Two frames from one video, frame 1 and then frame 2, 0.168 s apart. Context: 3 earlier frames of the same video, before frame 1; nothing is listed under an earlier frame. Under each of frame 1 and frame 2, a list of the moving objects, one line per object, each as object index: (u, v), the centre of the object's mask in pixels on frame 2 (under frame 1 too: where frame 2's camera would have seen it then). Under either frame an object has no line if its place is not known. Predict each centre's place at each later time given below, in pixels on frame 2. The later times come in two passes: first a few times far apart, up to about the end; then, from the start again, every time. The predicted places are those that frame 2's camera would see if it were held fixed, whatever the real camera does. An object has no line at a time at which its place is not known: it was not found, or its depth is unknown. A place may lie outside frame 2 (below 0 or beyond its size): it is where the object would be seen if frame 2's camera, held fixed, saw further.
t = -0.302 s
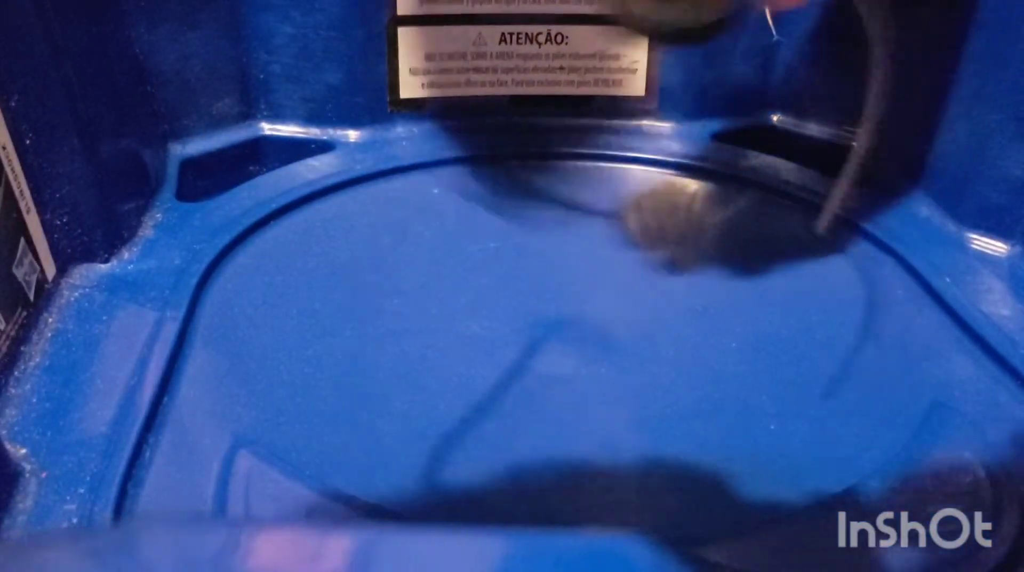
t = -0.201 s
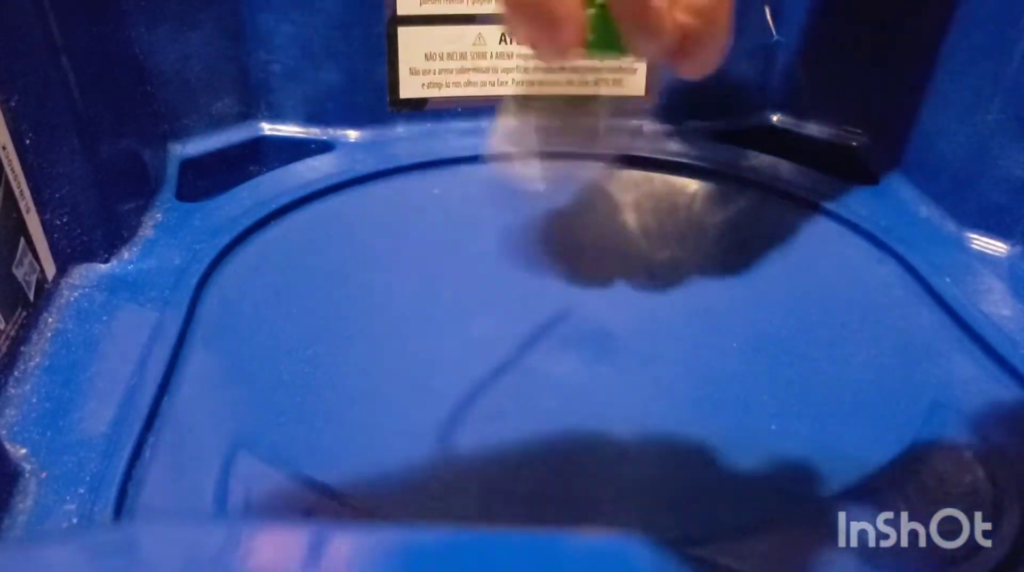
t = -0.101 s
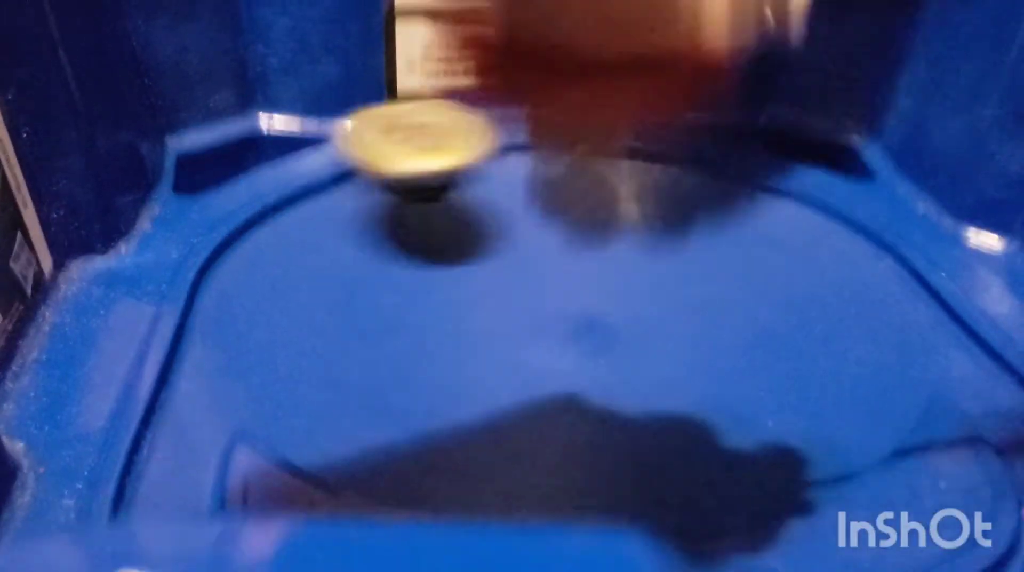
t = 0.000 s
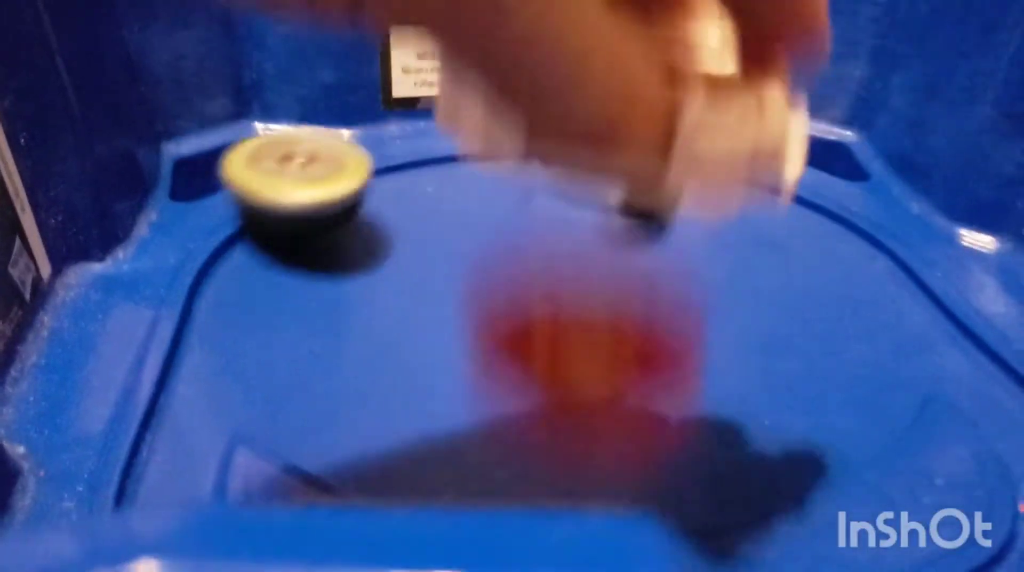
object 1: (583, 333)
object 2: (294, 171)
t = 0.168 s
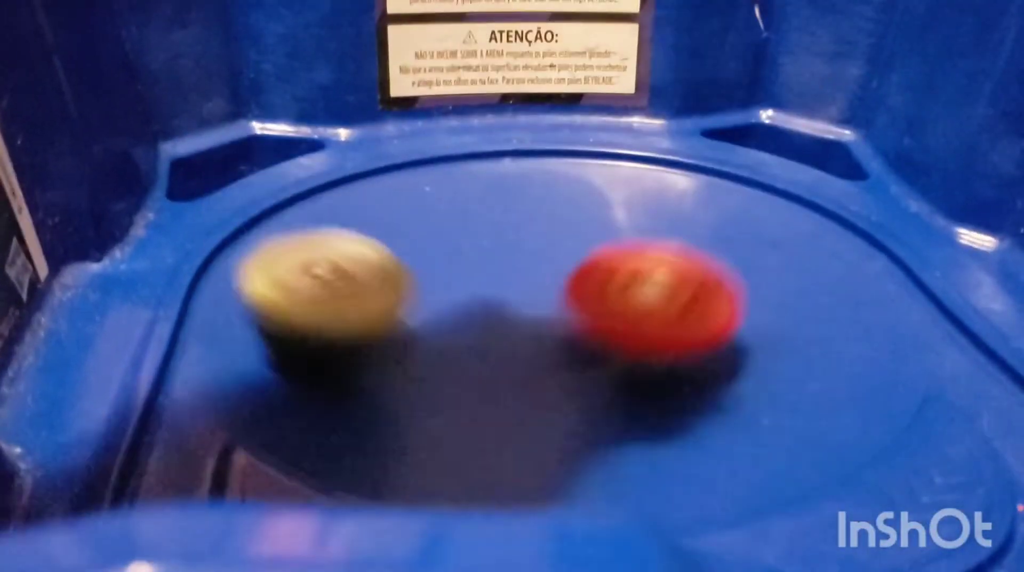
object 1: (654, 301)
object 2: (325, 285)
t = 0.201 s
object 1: (672, 275)
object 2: (373, 317)
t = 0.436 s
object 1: (552, 122)
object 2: (847, 349)
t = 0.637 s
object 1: (307, 185)
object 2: (895, 190)
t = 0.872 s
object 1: (524, 382)
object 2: (574, 104)
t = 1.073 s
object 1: (889, 282)
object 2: (276, 190)
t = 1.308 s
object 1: (673, 128)
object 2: (466, 431)
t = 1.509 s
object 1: (391, 172)
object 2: (908, 326)
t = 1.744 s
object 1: (392, 380)
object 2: (654, 117)
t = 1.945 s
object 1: (821, 398)
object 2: (295, 181)
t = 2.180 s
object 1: (822, 199)
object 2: (445, 427)
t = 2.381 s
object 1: (536, 146)
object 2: (878, 311)
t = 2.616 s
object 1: (257, 230)
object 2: (582, 128)
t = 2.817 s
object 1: (357, 392)
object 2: (283, 183)
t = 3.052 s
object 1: (766, 353)
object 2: (497, 417)
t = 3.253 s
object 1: (741, 200)
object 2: (880, 322)
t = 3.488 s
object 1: (478, 128)
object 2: (752, 165)
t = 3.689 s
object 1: (284, 198)
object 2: (460, 167)
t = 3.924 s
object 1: (369, 396)
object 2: (355, 272)
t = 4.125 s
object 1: (767, 414)
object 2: (561, 353)
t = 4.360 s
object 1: (903, 240)
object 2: (717, 272)
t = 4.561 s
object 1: (723, 147)
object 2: (560, 203)
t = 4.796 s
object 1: (444, 157)
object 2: (344, 238)
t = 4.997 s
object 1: (285, 247)
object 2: (386, 334)
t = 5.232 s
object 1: (402, 405)
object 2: (682, 337)
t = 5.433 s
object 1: (731, 397)
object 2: (686, 228)
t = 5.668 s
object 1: (789, 249)
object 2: (468, 189)
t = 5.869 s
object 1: (631, 163)
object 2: (355, 274)
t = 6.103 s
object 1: (401, 154)
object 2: (606, 361)
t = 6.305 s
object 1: (298, 243)
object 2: (736, 262)
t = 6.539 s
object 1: (476, 367)
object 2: (577, 190)
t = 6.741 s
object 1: (737, 346)
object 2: (456, 232)
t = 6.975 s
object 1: (793, 221)
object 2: (486, 295)
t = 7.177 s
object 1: (643, 163)
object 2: (541, 305)
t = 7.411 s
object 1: (441, 194)
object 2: (579, 307)
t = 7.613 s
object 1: (367, 284)
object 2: (601, 306)
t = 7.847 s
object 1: (530, 387)
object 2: (619, 295)
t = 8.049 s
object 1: (745, 362)
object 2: (629, 278)
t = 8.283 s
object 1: (769, 261)
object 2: (595, 241)
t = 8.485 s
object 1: (658, 219)
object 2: (497, 216)
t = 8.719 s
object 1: (603, 252)
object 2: (384, 229)
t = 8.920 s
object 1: (657, 307)
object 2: (428, 274)
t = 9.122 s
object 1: (703, 300)
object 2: (508, 277)
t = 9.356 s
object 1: (671, 304)
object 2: (497, 206)
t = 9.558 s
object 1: (721, 325)
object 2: (499, 196)
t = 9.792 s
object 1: (650, 306)
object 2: (523, 230)
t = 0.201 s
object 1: (672, 275)
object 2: (373, 317)
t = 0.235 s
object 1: (680, 250)
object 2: (430, 346)
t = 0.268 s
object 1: (679, 224)
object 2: (496, 368)
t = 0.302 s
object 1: (669, 198)
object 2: (570, 379)
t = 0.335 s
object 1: (649, 174)
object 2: (647, 383)
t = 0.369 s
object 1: (623, 153)
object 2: (717, 379)
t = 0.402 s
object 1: (588, 134)
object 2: (787, 367)
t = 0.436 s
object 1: (552, 122)
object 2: (847, 349)
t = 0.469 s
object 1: (510, 122)
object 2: (894, 325)
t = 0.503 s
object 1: (469, 128)
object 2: (925, 298)
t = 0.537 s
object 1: (423, 133)
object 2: (940, 264)
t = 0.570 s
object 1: (378, 143)
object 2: (933, 226)
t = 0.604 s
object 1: (339, 159)
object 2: (917, 212)
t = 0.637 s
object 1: (307, 185)
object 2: (895, 190)
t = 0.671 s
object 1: (292, 210)
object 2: (864, 172)
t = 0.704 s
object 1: (290, 244)
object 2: (823, 154)
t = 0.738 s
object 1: (305, 280)
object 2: (781, 136)
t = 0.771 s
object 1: (337, 315)
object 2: (733, 123)
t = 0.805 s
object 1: (385, 344)
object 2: (684, 113)
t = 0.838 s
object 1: (449, 367)
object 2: (632, 108)
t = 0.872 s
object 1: (524, 382)
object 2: (574, 104)
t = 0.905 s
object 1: (603, 387)
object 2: (515, 105)
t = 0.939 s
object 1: (682, 381)
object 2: (459, 108)
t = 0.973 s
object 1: (755, 366)
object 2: (404, 114)
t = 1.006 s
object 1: (815, 344)
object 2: (356, 130)
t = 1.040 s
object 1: (860, 314)
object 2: (313, 156)
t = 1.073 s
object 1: (889, 282)
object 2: (276, 190)
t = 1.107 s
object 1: (902, 246)
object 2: (249, 226)
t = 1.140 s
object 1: (885, 216)
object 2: (233, 266)
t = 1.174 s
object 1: (846, 195)
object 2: (236, 311)
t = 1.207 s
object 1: (805, 173)
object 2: (262, 351)
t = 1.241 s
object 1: (765, 151)
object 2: (314, 378)
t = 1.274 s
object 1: (721, 137)
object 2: (382, 413)
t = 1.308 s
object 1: (673, 128)
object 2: (466, 431)
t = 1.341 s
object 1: (623, 124)
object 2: (562, 439)
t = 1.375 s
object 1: (571, 125)
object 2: (661, 437)
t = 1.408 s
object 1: (517, 129)
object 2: (750, 423)
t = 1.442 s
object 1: (472, 138)
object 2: (825, 396)
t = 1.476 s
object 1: (429, 153)
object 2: (880, 362)
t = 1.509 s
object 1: (391, 172)
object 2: (908, 326)
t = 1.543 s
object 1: (360, 194)
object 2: (918, 289)
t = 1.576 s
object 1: (336, 221)
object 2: (909, 245)
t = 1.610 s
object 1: (320, 250)
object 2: (865, 215)
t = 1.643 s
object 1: (316, 283)
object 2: (815, 187)
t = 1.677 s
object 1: (326, 318)
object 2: (764, 162)
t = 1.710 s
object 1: (351, 349)
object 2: (708, 136)
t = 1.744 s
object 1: (392, 380)
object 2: (654, 117)
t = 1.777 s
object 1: (449, 407)
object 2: (594, 107)
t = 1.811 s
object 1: (520, 424)
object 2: (527, 106)
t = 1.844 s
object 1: (601, 433)
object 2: (464, 115)
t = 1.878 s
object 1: (687, 435)
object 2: (404, 129)
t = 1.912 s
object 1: (761, 421)
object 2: (349, 152)
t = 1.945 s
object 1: (821, 398)
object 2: (295, 181)
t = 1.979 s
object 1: (868, 369)
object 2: (253, 207)
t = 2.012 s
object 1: (895, 339)
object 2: (228, 246)
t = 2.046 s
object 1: (907, 305)
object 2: (230, 290)
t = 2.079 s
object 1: (902, 275)
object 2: (249, 336)
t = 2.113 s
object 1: (885, 245)
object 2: (294, 363)
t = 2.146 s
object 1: (858, 220)
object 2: (358, 400)
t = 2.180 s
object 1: (822, 199)
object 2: (445, 427)
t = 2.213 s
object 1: (781, 181)
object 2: (542, 436)
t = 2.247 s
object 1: (737, 167)
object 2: (649, 434)
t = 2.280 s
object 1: (692, 158)
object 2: (740, 420)
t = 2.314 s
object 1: (638, 151)
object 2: (816, 390)
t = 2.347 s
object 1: (586, 146)
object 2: (861, 357)
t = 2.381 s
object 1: (536, 146)
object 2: (878, 311)
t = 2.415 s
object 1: (490, 149)
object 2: (878, 270)
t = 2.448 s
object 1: (444, 155)
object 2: (867, 225)
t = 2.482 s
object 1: (400, 163)
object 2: (840, 189)
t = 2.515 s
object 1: (356, 175)
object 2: (775, 170)
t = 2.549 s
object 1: (317, 190)
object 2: (709, 159)
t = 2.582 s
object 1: (284, 207)
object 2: (643, 144)
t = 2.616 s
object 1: (257, 230)
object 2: (582, 128)
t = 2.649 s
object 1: (240, 256)
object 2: (524, 119)
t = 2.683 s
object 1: (233, 286)
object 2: (470, 111)
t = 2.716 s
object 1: (237, 319)
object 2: (411, 118)
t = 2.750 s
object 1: (256, 348)
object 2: (365, 127)
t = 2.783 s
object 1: (301, 364)
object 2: (319, 149)
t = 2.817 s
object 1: (357, 392)
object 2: (283, 183)
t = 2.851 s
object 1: (424, 407)
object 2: (265, 219)
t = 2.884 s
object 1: (494, 416)
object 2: (258, 262)
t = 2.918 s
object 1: (566, 417)
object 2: (265, 304)
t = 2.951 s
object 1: (633, 410)
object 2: (287, 344)
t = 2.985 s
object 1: (689, 396)
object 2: (327, 381)
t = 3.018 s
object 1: (734, 376)
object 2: (406, 404)
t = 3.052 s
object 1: (766, 353)
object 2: (497, 417)
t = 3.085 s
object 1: (788, 325)
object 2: (590, 420)
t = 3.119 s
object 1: (798, 297)
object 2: (677, 413)
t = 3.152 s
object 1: (795, 268)
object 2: (750, 398)
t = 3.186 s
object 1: (783, 244)
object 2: (810, 376)
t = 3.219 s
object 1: (766, 221)
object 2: (854, 350)
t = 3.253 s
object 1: (741, 200)
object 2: (880, 322)
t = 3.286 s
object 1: (712, 181)
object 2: (895, 294)
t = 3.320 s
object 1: (679, 164)
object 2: (898, 261)
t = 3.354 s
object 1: (641, 151)
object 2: (891, 233)
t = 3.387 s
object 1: (600, 138)
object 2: (869, 211)
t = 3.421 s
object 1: (557, 131)
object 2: (834, 193)
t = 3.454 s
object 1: (518, 128)
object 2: (793, 178)
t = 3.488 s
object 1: (478, 128)
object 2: (752, 165)
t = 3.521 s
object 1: (438, 130)
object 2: (706, 156)
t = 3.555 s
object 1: (399, 136)
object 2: (656, 151)
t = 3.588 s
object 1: (364, 146)
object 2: (605, 150)
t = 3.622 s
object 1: (331, 159)
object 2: (554, 152)
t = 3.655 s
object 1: (304, 178)
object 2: (506, 158)
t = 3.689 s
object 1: (284, 198)
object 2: (460, 167)
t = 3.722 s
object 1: (273, 223)
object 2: (418, 179)
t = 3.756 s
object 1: (269, 252)
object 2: (385, 191)
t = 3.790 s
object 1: (262, 283)
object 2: (363, 204)
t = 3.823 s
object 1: (268, 313)
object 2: (349, 219)
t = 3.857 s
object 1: (287, 343)
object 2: (343, 236)
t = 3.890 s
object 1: (322, 371)
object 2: (345, 254)
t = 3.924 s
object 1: (369, 396)
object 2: (355, 272)
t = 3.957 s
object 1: (423, 415)
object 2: (373, 291)
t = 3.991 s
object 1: (491, 428)
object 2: (399, 307)
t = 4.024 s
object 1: (561, 434)
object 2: (431, 323)
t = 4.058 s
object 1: (637, 435)
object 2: (471, 334)
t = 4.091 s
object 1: (704, 429)
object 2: (514, 345)
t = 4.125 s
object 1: (767, 414)
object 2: (561, 353)
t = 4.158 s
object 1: (819, 398)
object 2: (611, 358)
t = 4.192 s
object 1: (867, 372)
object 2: (654, 355)
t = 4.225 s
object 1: (894, 349)
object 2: (682, 343)
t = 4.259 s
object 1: (905, 320)
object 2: (704, 328)
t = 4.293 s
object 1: (911, 292)
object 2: (718, 310)
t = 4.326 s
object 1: (912, 265)
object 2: (722, 291)
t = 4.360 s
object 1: (903, 240)
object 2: (717, 272)
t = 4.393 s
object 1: (885, 218)
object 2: (704, 254)
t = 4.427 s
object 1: (862, 198)
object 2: (684, 239)
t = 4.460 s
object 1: (833, 181)
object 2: (658, 226)
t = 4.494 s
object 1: (798, 166)
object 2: (628, 215)
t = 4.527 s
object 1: (761, 155)
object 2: (595, 207)
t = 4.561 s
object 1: (723, 147)
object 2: (560, 203)
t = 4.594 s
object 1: (683, 140)
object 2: (523, 200)
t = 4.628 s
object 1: (641, 136)
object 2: (488, 200)
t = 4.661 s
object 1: (599, 135)
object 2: (452, 203)
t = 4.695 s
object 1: (555, 137)
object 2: (419, 209)
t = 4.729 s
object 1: (518, 141)
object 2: (390, 216)
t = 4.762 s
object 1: (481, 147)
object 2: (364, 226)
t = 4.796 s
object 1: (444, 157)
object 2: (344, 238)
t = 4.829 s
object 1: (410, 167)
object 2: (330, 251)
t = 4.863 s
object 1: (381, 178)
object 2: (324, 265)
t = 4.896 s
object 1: (351, 190)
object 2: (327, 281)
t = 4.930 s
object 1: (323, 207)
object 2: (338, 298)
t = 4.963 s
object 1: (301, 225)
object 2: (358, 316)
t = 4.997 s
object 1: (285, 247)
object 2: (386, 334)
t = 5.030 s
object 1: (276, 271)
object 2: (422, 350)
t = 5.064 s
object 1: (274, 295)
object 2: (469, 361)
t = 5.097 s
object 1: (279, 318)
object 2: (519, 366)
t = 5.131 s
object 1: (294, 343)
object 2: (567, 366)
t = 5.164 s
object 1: (320, 368)
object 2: (613, 361)
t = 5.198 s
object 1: (354, 388)
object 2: (653, 349)
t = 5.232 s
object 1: (402, 405)
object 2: (682, 337)
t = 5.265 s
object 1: (455, 417)
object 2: (703, 316)
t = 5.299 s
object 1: (515, 426)
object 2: (714, 301)
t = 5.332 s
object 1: (578, 427)
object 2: (717, 281)
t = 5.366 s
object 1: (635, 422)
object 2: (714, 261)
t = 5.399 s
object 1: (687, 412)
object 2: (703, 242)
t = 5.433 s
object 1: (731, 397)
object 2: (686, 228)
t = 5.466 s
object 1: (765, 380)
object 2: (663, 215)
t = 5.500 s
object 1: (790, 359)
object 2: (636, 204)
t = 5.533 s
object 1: (805, 337)
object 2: (606, 196)
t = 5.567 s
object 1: (813, 313)
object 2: (571, 190)
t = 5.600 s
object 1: (812, 290)
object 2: (535, 188)
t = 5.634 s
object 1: (803, 269)
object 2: (501, 186)
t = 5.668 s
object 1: (789, 249)
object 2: (468, 189)
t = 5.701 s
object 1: (770, 229)
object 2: (436, 194)
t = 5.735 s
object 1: (749, 213)
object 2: (407, 203)
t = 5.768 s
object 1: (723, 197)
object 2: (383, 216)
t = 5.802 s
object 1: (694, 184)
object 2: (365, 232)
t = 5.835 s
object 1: (662, 172)
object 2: (356, 251)
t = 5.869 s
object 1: (631, 163)
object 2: (355, 274)
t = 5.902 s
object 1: (595, 153)
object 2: (365, 296)
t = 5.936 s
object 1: (560, 147)
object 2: (386, 315)
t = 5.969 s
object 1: (527, 143)
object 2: (417, 337)
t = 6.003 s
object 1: (495, 143)
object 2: (460, 353)
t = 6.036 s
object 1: (462, 144)
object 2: (509, 362)
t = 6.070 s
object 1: (430, 148)
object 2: (559, 364)
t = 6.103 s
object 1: (401, 154)
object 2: (606, 361)
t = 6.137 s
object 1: (373, 163)
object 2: (650, 350)
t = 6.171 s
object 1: (347, 175)
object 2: (685, 339)
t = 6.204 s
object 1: (326, 189)
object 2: (712, 320)
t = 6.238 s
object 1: (311, 204)
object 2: (729, 302)
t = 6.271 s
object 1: (301, 222)
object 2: (736, 282)
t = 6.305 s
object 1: (298, 243)
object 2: (736, 262)
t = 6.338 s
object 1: (301, 264)
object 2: (728, 247)
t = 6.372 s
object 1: (312, 286)
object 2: (714, 229)
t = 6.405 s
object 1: (331, 306)
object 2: (692, 215)
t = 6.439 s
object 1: (358, 326)
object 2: (667, 204)
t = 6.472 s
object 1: (391, 343)
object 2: (637, 195)
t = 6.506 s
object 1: (432, 358)
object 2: (609, 191)
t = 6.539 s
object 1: (476, 367)
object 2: (577, 190)
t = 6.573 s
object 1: (523, 373)
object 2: (547, 192)
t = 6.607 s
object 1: (570, 375)
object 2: (518, 196)
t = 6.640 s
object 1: (617, 374)
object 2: (496, 205)
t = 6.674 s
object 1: (662, 368)
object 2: (479, 213)
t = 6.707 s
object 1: (703, 359)
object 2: (466, 222)
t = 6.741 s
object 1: (737, 346)
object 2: (456, 232)
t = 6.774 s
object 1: (766, 330)
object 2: (451, 243)
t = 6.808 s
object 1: (787, 312)
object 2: (451, 255)
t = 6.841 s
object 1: (802, 293)
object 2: (453, 265)
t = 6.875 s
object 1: (809, 274)
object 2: (460, 275)
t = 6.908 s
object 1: (810, 256)
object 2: (468, 283)
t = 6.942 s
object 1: (804, 238)
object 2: (477, 289)
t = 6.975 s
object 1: (793, 221)
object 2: (486, 295)
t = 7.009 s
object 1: (776, 205)
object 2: (497, 298)
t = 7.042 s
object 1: (756, 192)
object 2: (507, 300)
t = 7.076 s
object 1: (731, 181)
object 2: (517, 302)
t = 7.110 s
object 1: (704, 173)
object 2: (527, 302)
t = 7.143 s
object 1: (674, 166)
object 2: (534, 303)
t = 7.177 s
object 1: (643, 163)
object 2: (541, 305)
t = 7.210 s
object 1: (609, 160)
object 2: (547, 307)
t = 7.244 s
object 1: (577, 161)
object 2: (553, 309)
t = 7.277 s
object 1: (546, 164)
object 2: (560, 310)
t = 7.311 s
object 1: (518, 168)
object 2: (566, 309)
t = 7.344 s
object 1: (491, 175)
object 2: (570, 308)
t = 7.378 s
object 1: (465, 184)
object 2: (575, 307)
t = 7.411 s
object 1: (441, 194)
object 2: (579, 307)
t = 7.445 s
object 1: (419, 205)
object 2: (583, 308)
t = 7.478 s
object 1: (402, 218)
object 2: (586, 308)
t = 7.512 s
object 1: (387, 233)
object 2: (589, 308)
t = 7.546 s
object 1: (376, 250)
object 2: (593, 308)
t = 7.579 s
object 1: (369, 267)
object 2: (598, 307)
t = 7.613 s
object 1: (367, 284)
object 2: (601, 306)
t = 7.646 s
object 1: (371, 304)
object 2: (605, 305)
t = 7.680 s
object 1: (381, 322)
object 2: (607, 304)
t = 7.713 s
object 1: (399, 340)
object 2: (608, 303)
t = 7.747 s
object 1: (422, 356)
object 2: (610, 302)
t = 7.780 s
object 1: (453, 369)
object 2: (612, 301)
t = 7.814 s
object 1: (491, 380)
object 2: (617, 298)
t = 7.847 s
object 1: (530, 387)
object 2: (619, 295)
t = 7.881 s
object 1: (571, 391)
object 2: (620, 292)
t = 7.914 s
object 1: (614, 390)
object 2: (620, 290)
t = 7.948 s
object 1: (653, 387)
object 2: (620, 288)
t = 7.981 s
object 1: (687, 381)
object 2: (621, 284)
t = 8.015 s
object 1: (719, 373)
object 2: (624, 281)
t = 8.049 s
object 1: (745, 362)
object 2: (629, 278)
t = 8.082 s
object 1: (766, 349)
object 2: (632, 274)
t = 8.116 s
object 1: (779, 334)
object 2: (633, 271)
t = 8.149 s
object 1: (784, 319)
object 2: (632, 267)
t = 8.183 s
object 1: (787, 303)
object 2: (627, 260)
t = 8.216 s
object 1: (787, 289)
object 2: (616, 253)
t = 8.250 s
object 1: (782, 275)
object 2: (605, 247)
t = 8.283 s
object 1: (769, 261)
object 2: (595, 241)
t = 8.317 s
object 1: (751, 249)
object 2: (585, 236)
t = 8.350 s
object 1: (734, 241)
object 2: (571, 231)
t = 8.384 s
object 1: (720, 233)
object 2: (550, 225)
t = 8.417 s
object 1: (702, 227)
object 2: (530, 221)
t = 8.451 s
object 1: (680, 221)
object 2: (513, 217)
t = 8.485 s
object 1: (658, 219)
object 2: (497, 216)
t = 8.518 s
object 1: (636, 218)
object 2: (483, 215)
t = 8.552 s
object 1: (627, 221)
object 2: (454, 214)
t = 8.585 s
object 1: (619, 225)
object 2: (430, 213)
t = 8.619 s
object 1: (610, 231)
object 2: (410, 214)
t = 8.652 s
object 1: (605, 237)
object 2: (397, 217)
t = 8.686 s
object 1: (602, 245)
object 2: (387, 222)
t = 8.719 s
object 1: (603, 252)
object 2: (384, 229)
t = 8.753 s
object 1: (610, 261)
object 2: (384, 237)
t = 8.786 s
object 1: (621, 271)
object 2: (388, 244)
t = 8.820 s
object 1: (631, 284)
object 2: (394, 253)
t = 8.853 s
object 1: (638, 294)
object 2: (403, 261)
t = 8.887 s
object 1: (646, 302)
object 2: (414, 268)
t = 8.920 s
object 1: (657, 307)
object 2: (428, 274)
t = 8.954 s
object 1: (669, 310)
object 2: (444, 278)
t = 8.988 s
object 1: (680, 311)
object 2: (459, 282)
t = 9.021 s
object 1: (689, 310)
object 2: (474, 283)
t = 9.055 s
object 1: (697, 308)
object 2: (489, 283)
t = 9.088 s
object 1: (701, 305)
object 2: (500, 282)
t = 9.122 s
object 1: (703, 300)
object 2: (508, 277)
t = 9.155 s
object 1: (700, 295)
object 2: (509, 273)
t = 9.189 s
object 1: (694, 290)
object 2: (507, 265)
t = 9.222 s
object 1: (684, 285)
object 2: (507, 257)
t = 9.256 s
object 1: (670, 281)
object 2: (509, 247)
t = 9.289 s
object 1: (658, 281)
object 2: (510, 239)
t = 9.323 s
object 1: (664, 293)
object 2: (503, 221)
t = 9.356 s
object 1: (671, 304)
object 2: (497, 206)
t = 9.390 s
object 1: (679, 311)
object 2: (495, 198)
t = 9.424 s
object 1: (691, 317)
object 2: (495, 192)
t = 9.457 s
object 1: (701, 321)
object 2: (496, 190)
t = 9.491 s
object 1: (710, 325)
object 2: (496, 191)
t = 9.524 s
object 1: (717, 325)
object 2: (497, 193)
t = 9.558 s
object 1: (721, 325)
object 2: (499, 196)
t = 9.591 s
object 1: (722, 324)
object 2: (500, 200)
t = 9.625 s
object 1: (719, 320)
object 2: (501, 205)
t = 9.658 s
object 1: (712, 317)
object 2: (503, 211)
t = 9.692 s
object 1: (701, 313)
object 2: (507, 216)
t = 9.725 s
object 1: (687, 310)
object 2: (511, 221)
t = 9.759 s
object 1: (670, 307)
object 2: (516, 226)
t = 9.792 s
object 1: (650, 306)
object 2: (523, 230)
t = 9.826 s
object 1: (631, 305)
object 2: (528, 233)
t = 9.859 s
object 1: (616, 312)
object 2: (532, 230)
